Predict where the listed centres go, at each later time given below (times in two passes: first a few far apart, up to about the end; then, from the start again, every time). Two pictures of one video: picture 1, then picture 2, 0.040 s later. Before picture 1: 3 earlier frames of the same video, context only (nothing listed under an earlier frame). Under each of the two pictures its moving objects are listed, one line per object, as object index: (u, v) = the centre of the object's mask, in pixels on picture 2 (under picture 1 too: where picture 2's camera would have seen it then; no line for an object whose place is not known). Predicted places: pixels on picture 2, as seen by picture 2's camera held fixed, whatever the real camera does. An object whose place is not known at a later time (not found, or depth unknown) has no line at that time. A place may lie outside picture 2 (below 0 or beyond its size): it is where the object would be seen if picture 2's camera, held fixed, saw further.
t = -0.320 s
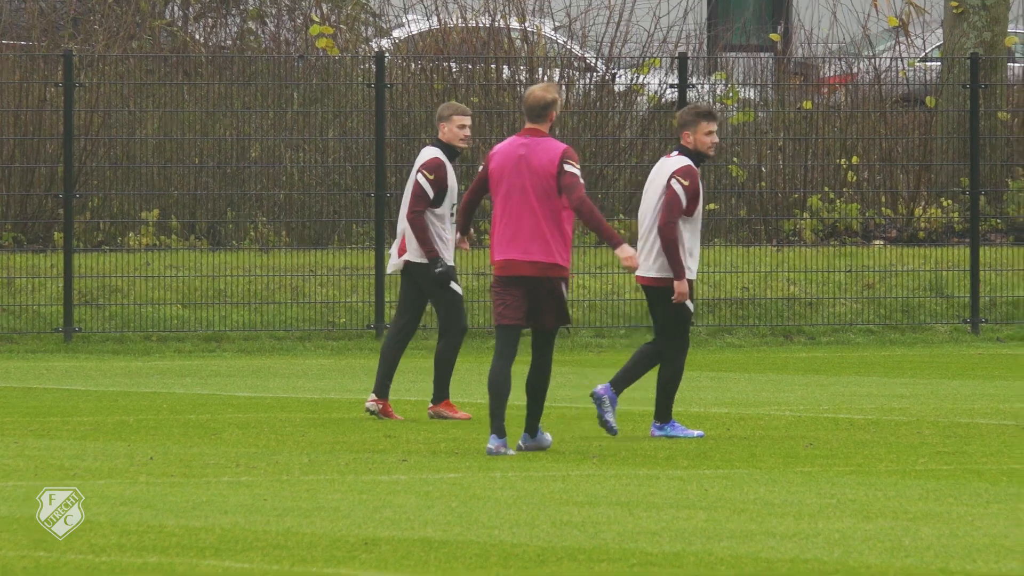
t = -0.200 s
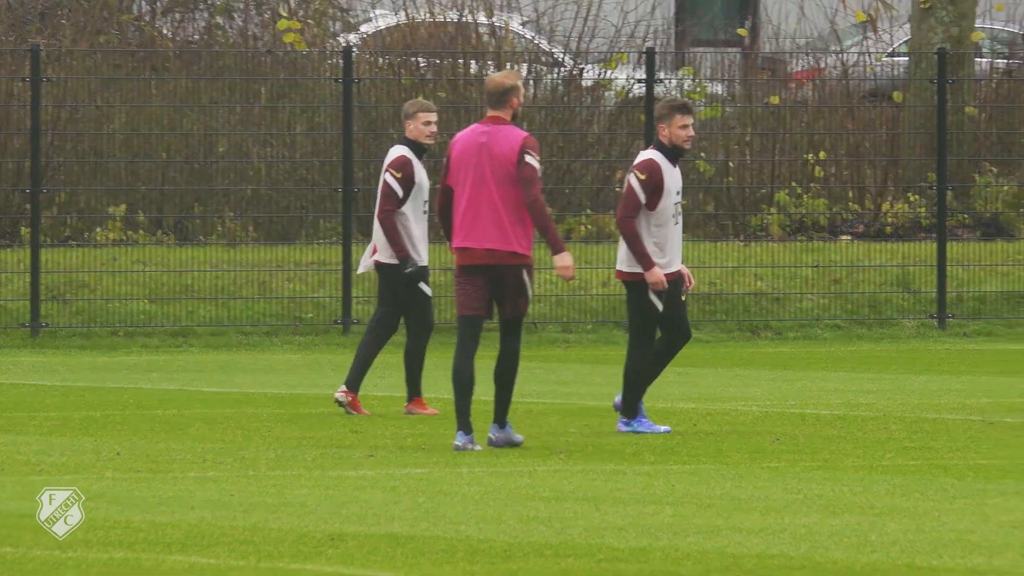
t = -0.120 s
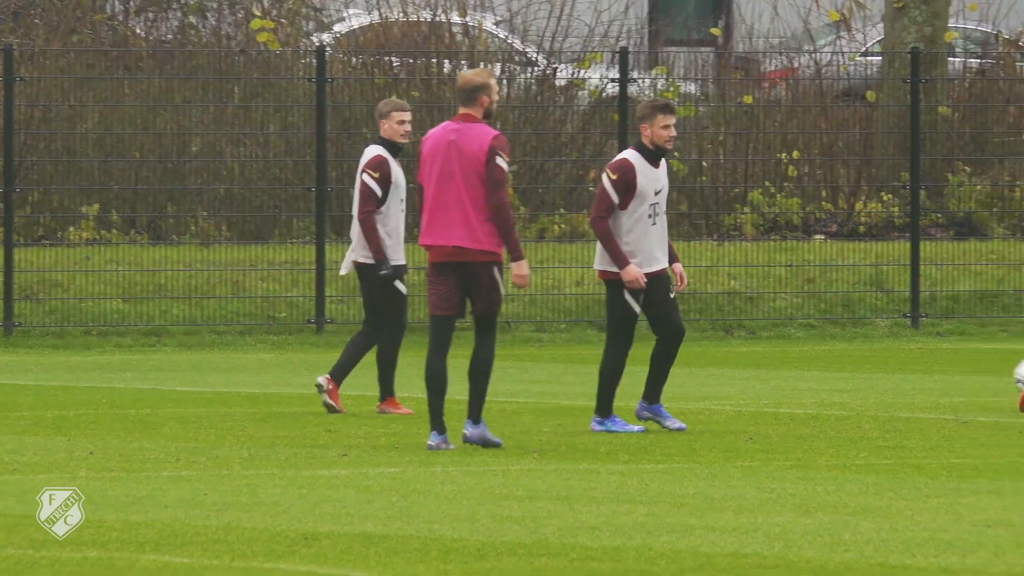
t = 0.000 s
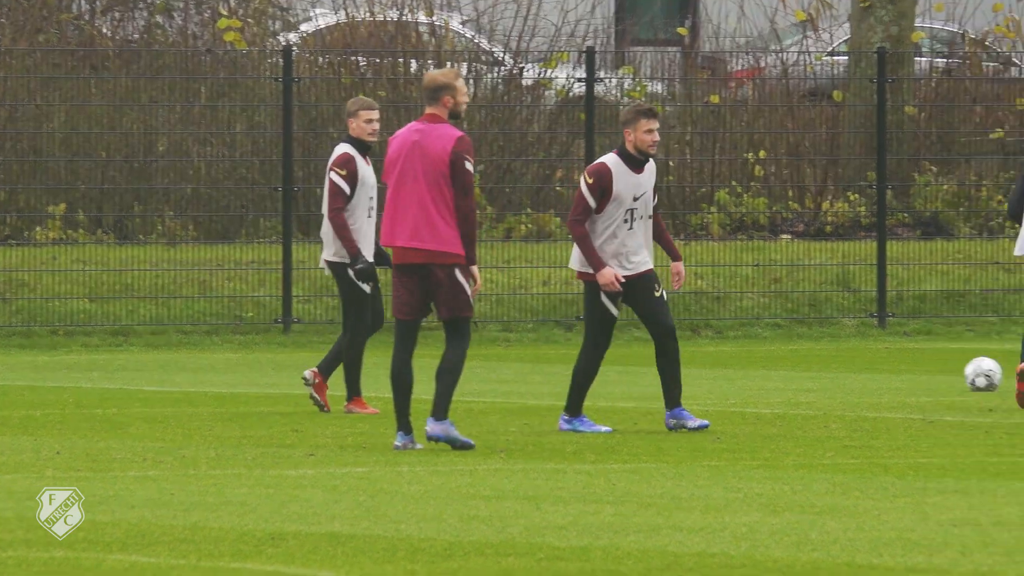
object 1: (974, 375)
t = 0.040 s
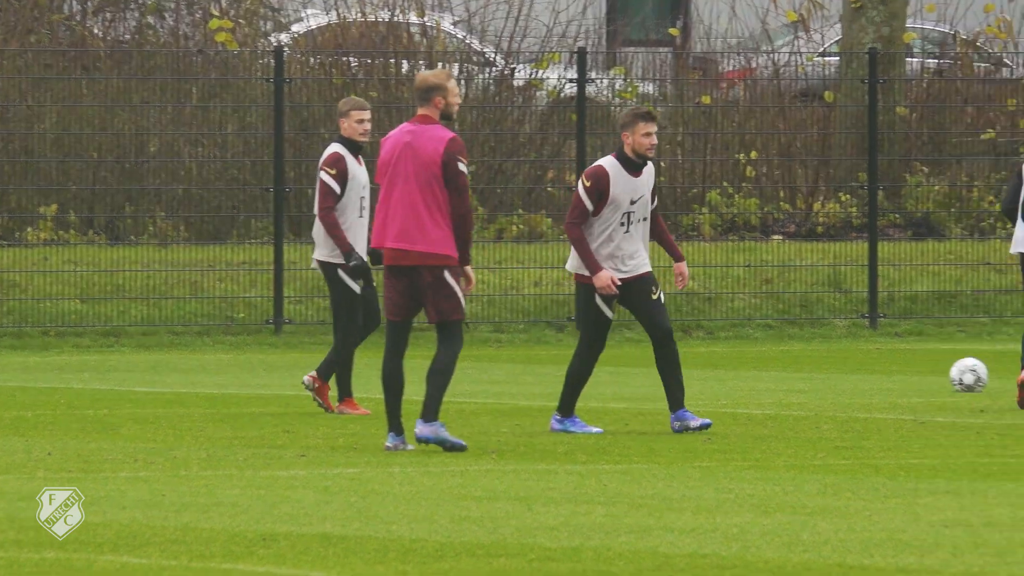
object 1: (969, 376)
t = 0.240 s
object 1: (945, 376)
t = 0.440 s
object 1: (926, 374)
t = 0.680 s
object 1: (907, 374)
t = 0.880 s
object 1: (894, 374)
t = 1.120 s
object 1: (883, 373)
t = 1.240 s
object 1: (879, 373)
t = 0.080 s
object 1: (964, 376)
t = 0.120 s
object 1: (959, 376)
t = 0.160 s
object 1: (954, 376)
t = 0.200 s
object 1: (949, 376)
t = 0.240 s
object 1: (945, 376)
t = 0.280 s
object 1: (941, 376)
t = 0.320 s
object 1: (936, 375)
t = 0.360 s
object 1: (932, 375)
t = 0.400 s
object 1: (929, 374)
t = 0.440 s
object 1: (926, 374)
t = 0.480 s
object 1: (922, 374)
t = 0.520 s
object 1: (919, 374)
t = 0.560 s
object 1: (915, 374)
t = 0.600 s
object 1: (912, 375)
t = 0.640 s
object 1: (909, 374)
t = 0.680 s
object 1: (907, 374)
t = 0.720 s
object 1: (904, 373)
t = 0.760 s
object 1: (901, 374)
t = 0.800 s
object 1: (899, 374)
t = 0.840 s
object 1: (896, 374)
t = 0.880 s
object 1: (894, 374)
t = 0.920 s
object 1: (892, 373)
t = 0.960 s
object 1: (890, 373)
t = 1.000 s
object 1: (888, 373)
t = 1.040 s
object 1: (887, 373)
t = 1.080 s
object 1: (885, 373)
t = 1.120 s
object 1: (883, 373)
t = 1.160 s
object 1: (882, 373)
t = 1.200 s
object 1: (881, 373)
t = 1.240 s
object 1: (879, 373)
